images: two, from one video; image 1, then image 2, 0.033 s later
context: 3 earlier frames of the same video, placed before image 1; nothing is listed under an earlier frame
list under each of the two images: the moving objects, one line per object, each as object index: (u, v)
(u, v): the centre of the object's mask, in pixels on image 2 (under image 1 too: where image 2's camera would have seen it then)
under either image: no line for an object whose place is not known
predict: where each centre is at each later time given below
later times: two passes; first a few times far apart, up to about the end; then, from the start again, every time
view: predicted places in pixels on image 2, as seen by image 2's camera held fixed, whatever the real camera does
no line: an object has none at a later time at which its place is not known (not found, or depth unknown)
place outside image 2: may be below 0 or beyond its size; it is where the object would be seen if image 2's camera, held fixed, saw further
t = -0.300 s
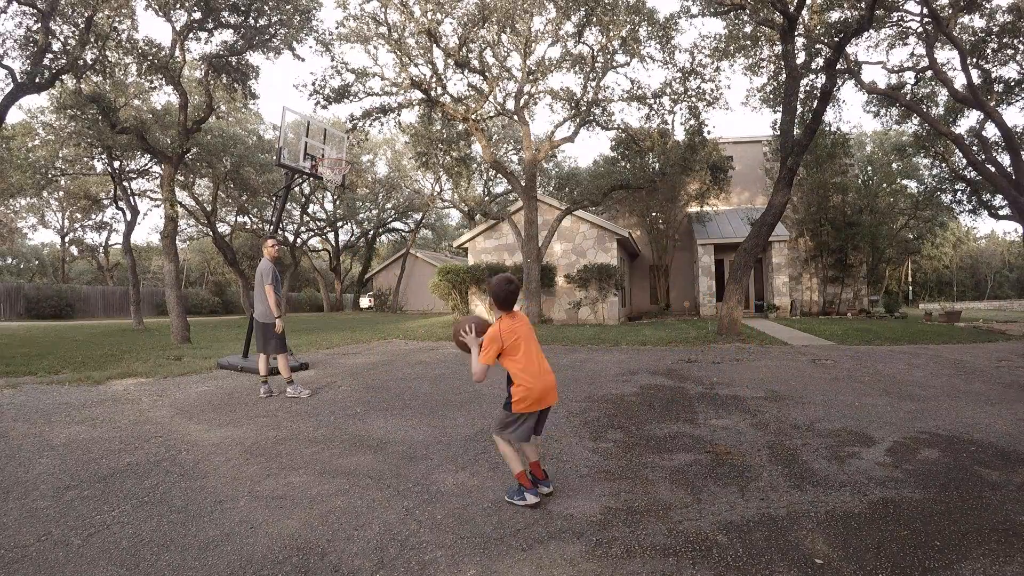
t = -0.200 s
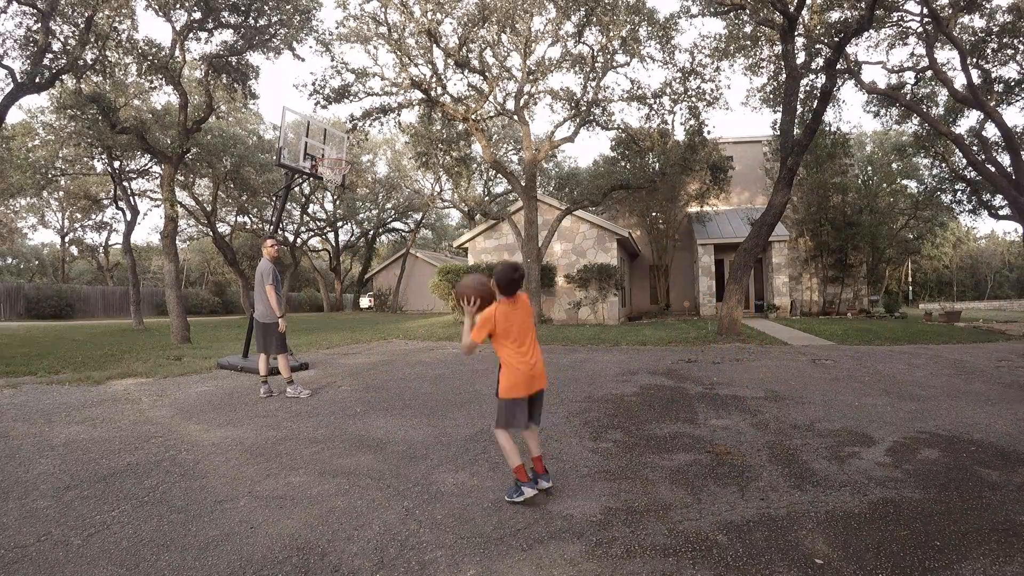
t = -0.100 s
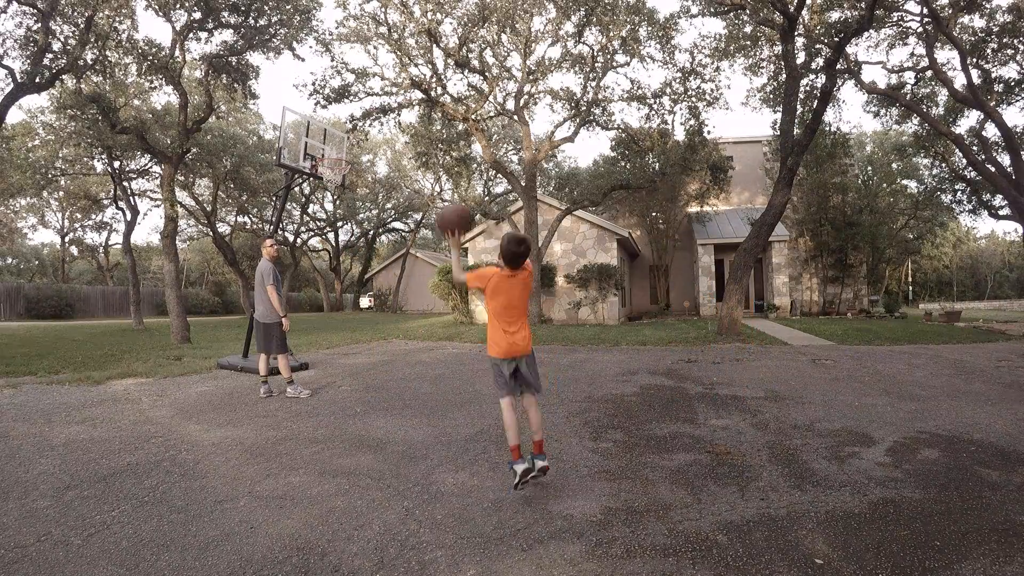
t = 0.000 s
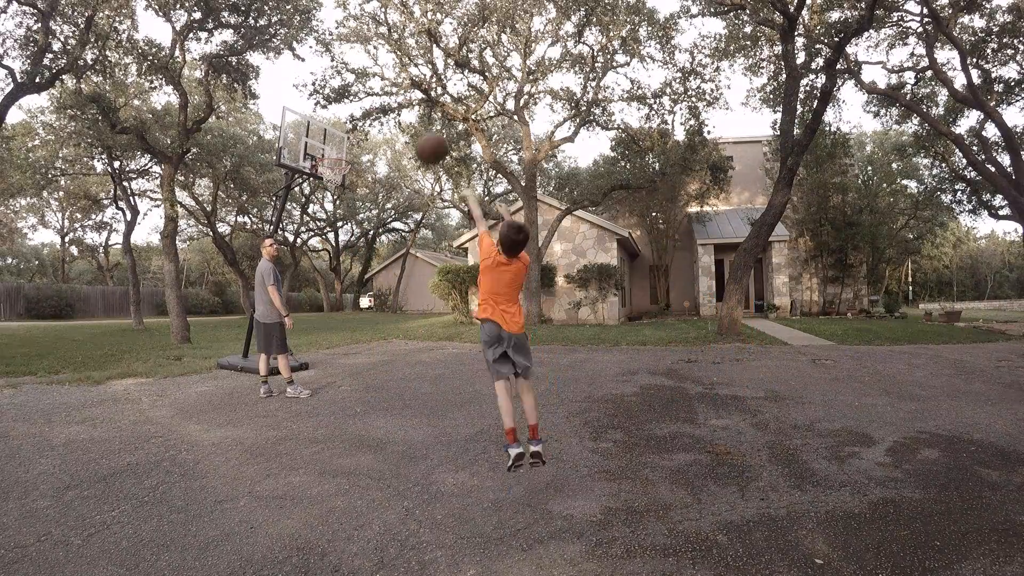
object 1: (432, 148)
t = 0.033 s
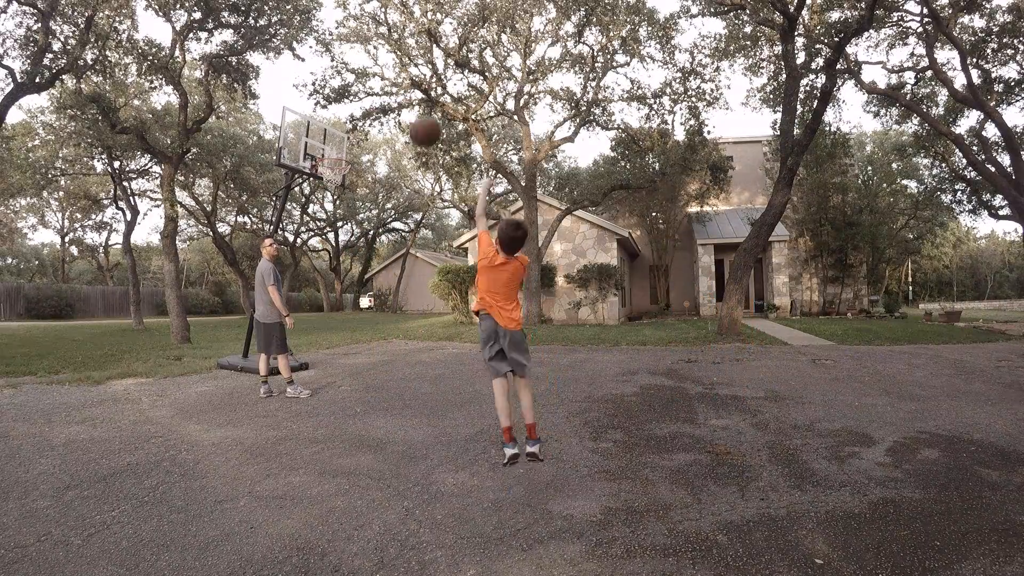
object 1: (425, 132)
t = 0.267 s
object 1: (391, 70)
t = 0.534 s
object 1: (365, 75)
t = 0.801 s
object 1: (345, 127)
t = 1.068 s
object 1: (322, 190)
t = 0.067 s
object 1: (419, 116)
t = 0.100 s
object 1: (414, 104)
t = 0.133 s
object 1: (408, 94)
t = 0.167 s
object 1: (404, 85)
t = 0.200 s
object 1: (399, 79)
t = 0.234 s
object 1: (394, 74)
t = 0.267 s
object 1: (391, 70)
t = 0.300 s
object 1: (387, 67)
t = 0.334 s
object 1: (384, 65)
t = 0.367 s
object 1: (380, 65)
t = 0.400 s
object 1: (377, 65)
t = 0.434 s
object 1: (374, 66)
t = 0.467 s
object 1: (371, 68)
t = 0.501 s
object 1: (368, 71)
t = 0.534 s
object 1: (365, 75)
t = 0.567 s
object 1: (362, 78)
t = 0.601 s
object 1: (359, 83)
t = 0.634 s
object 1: (357, 89)
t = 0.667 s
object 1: (354, 95)
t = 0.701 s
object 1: (352, 102)
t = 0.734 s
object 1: (349, 111)
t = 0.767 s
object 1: (347, 118)
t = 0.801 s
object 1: (345, 127)
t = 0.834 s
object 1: (343, 136)
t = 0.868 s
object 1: (340, 145)
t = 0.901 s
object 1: (339, 154)
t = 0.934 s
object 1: (337, 165)
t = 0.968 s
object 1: (336, 167)
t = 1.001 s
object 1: (330, 181)
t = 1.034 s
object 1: (326, 184)
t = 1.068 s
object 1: (322, 190)
